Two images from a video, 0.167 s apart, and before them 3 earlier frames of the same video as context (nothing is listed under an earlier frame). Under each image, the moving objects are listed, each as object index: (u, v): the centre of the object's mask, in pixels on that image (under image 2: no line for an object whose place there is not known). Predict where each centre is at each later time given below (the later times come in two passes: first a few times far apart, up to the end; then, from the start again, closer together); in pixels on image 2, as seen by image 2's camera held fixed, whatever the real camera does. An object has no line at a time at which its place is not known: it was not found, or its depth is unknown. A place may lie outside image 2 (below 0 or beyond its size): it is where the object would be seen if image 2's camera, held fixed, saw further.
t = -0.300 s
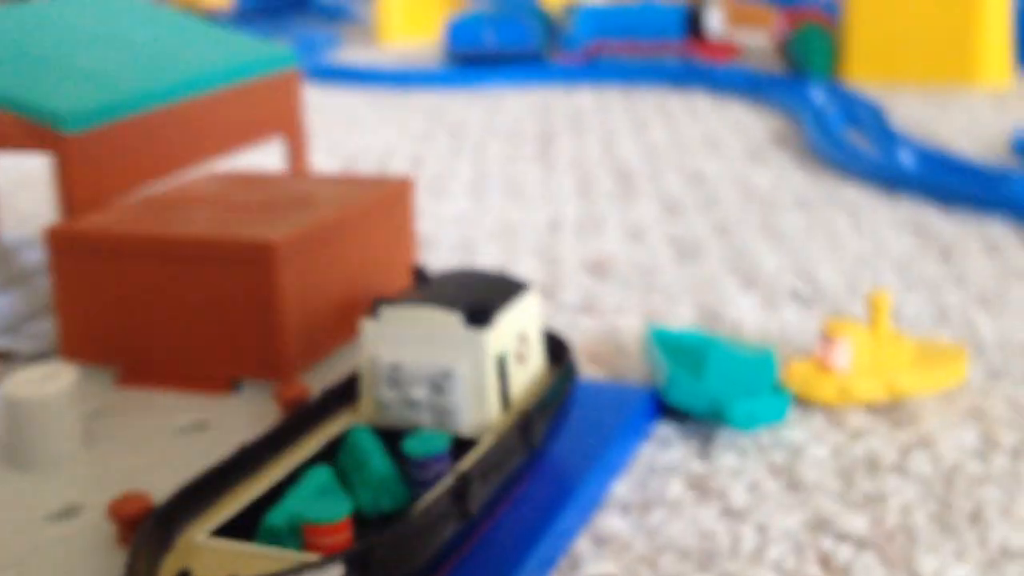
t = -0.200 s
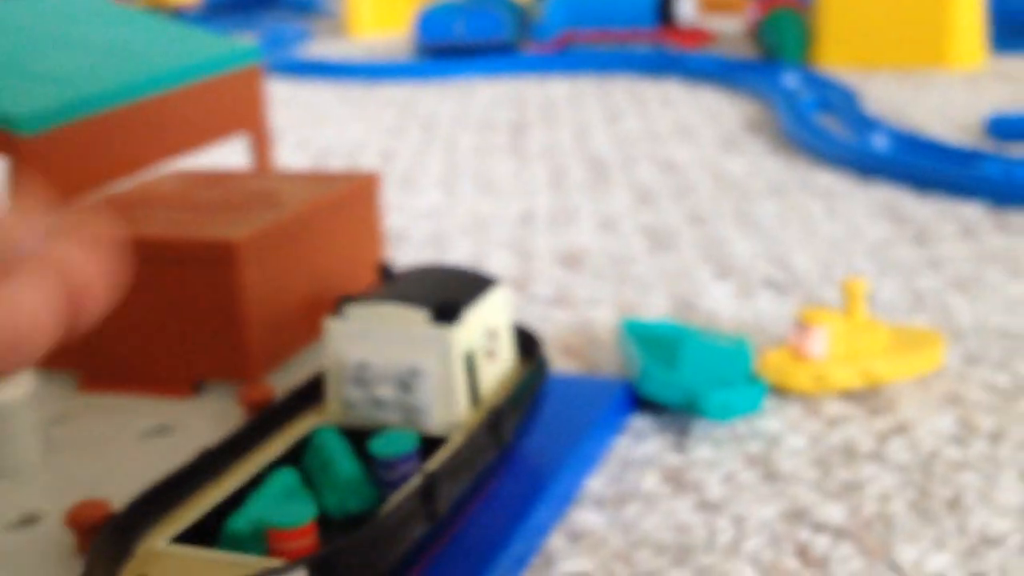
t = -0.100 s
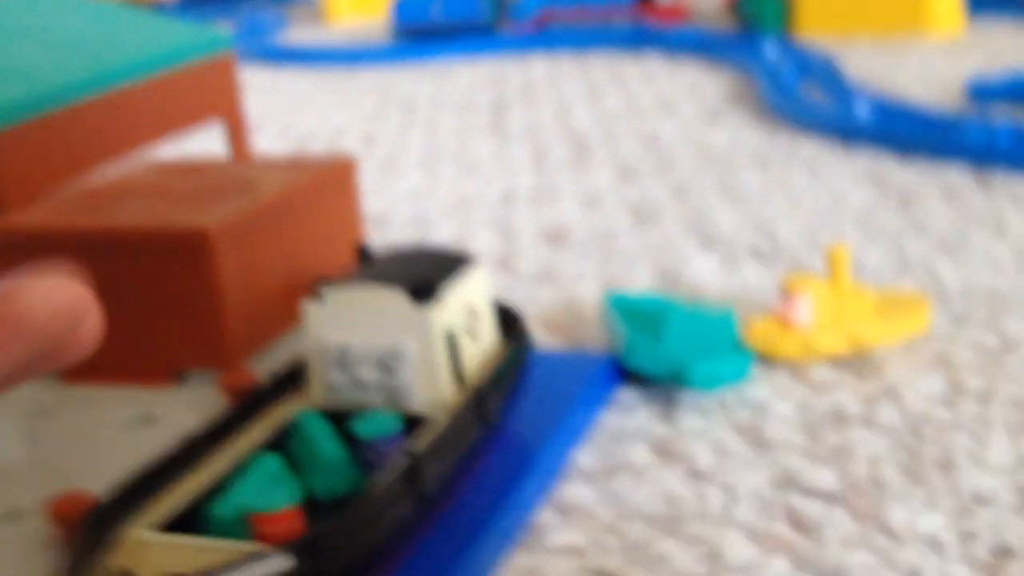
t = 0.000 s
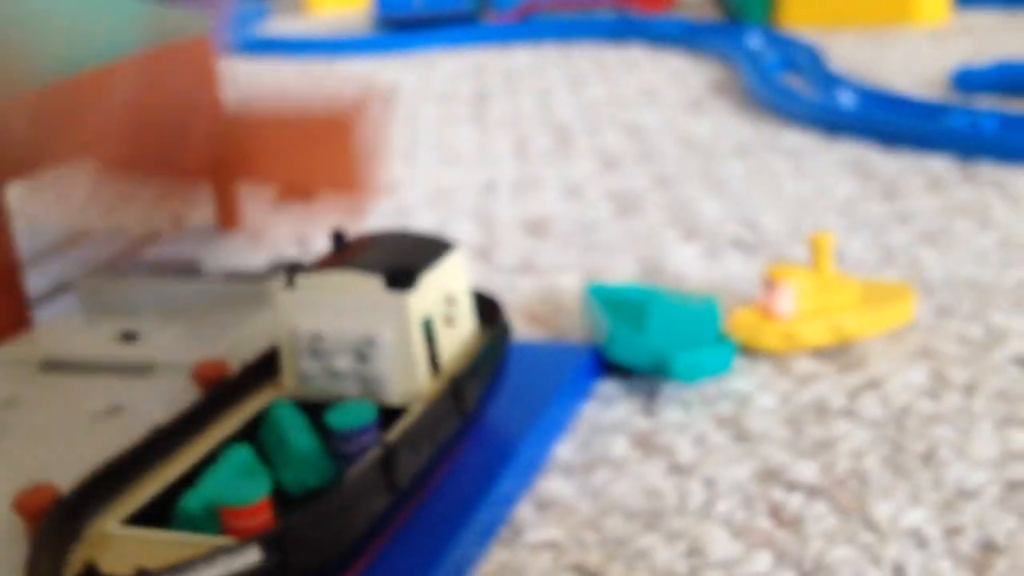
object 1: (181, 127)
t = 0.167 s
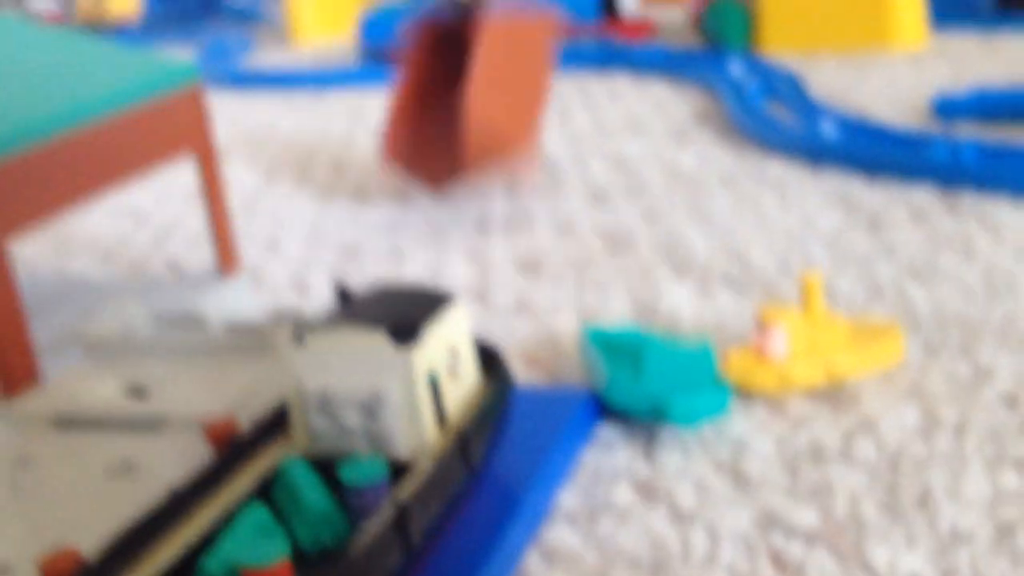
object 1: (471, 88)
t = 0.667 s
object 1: (642, 28)
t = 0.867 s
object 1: (634, 39)
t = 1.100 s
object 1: (632, 40)
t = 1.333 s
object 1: (632, 40)
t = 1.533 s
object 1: (631, 40)
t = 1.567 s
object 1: (632, 40)
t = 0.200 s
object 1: (476, 57)
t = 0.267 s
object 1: (510, 62)
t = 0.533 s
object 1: (628, 29)
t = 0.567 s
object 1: (634, 25)
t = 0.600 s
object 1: (634, 17)
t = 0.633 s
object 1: (640, 18)
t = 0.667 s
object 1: (642, 28)
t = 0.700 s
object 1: (639, 35)
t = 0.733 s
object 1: (638, 38)
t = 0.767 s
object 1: (638, 38)
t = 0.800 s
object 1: (637, 38)
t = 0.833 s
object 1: (636, 39)
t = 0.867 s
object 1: (634, 39)
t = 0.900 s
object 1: (633, 40)
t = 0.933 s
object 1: (632, 40)
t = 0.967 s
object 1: (632, 40)
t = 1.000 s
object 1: (632, 40)
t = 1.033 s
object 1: (632, 40)
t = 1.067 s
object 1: (632, 40)
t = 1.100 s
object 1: (632, 40)
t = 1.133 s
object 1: (632, 40)
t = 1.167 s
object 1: (632, 40)
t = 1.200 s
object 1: (632, 40)
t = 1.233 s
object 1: (632, 40)
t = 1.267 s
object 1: (633, 40)
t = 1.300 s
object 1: (633, 40)
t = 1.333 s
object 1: (632, 40)
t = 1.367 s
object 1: (632, 40)
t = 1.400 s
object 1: (631, 40)
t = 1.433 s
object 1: (631, 40)
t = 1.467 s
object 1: (632, 40)
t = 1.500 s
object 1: (631, 40)
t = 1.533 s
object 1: (631, 40)
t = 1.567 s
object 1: (632, 40)
